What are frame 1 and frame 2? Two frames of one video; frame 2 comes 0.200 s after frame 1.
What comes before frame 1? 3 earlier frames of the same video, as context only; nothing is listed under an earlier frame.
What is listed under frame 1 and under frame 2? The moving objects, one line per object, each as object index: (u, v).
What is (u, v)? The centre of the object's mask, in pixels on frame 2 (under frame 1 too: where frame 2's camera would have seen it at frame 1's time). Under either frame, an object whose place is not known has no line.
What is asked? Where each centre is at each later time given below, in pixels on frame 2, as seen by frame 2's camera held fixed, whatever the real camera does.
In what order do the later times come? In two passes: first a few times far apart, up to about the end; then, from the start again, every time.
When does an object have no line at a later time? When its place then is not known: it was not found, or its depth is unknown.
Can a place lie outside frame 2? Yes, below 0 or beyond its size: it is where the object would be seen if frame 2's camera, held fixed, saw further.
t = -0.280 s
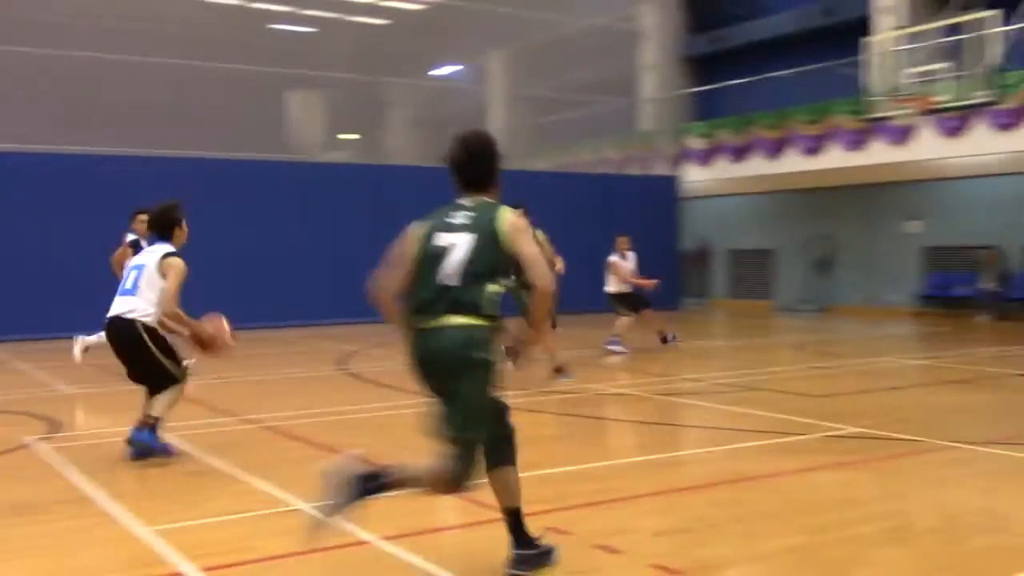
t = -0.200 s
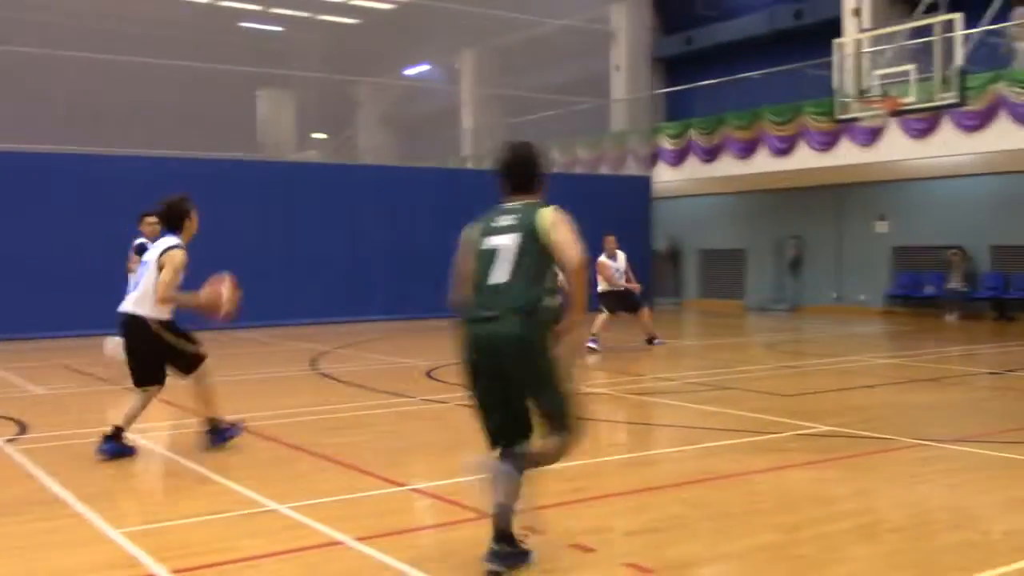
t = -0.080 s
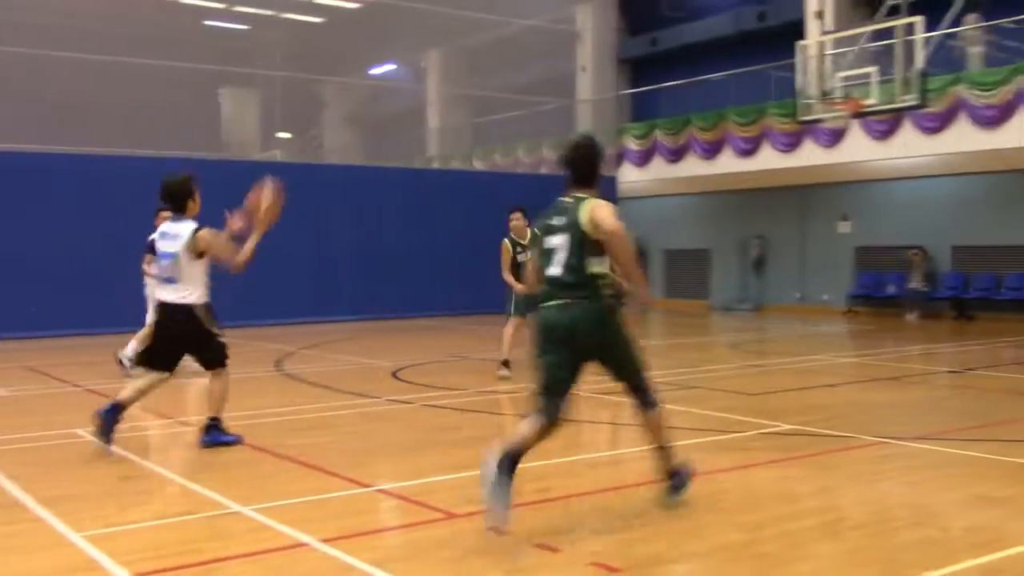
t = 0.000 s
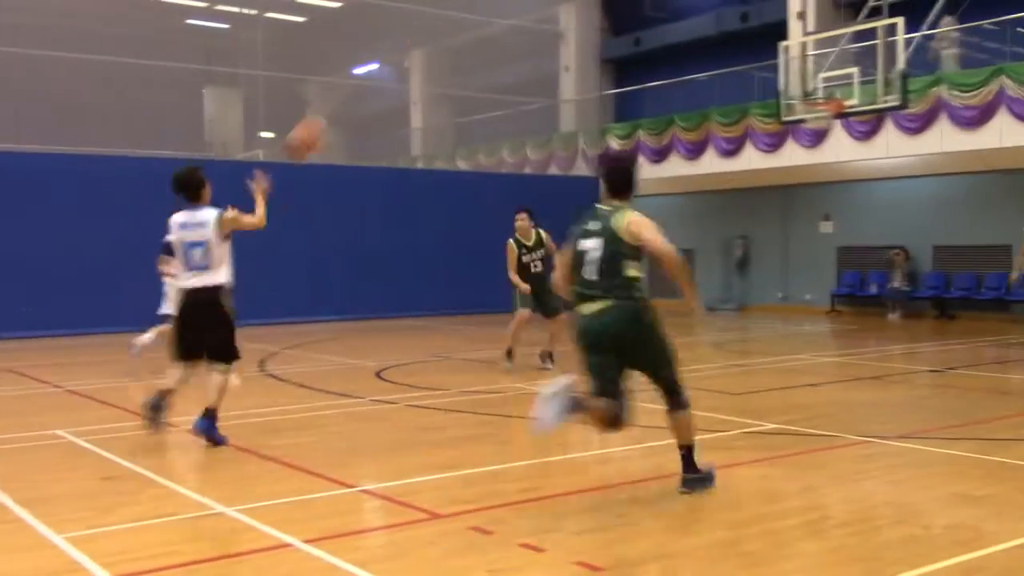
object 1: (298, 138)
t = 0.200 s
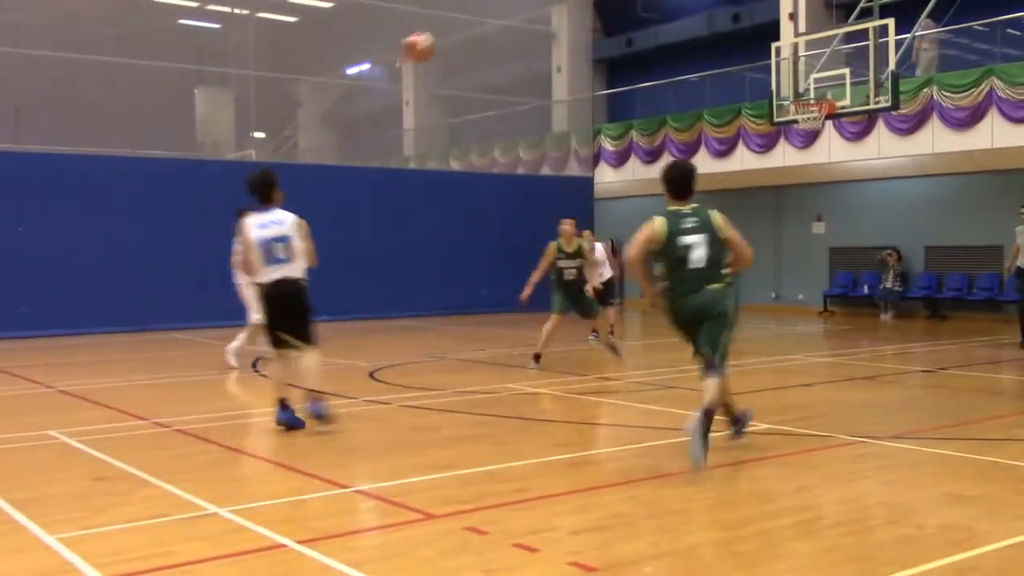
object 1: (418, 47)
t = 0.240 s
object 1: (437, 37)
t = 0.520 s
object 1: (542, 24)
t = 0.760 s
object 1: (604, 66)
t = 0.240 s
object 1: (437, 37)
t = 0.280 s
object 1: (455, 29)
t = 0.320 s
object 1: (472, 24)
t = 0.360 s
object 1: (486, 21)
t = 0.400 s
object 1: (503, 19)
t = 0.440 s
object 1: (516, 19)
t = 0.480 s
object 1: (529, 20)
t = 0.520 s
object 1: (542, 24)
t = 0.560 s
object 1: (555, 28)
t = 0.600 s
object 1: (563, 34)
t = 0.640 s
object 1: (576, 40)
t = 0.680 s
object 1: (586, 46)
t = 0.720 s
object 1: (596, 57)
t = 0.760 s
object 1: (604, 66)
